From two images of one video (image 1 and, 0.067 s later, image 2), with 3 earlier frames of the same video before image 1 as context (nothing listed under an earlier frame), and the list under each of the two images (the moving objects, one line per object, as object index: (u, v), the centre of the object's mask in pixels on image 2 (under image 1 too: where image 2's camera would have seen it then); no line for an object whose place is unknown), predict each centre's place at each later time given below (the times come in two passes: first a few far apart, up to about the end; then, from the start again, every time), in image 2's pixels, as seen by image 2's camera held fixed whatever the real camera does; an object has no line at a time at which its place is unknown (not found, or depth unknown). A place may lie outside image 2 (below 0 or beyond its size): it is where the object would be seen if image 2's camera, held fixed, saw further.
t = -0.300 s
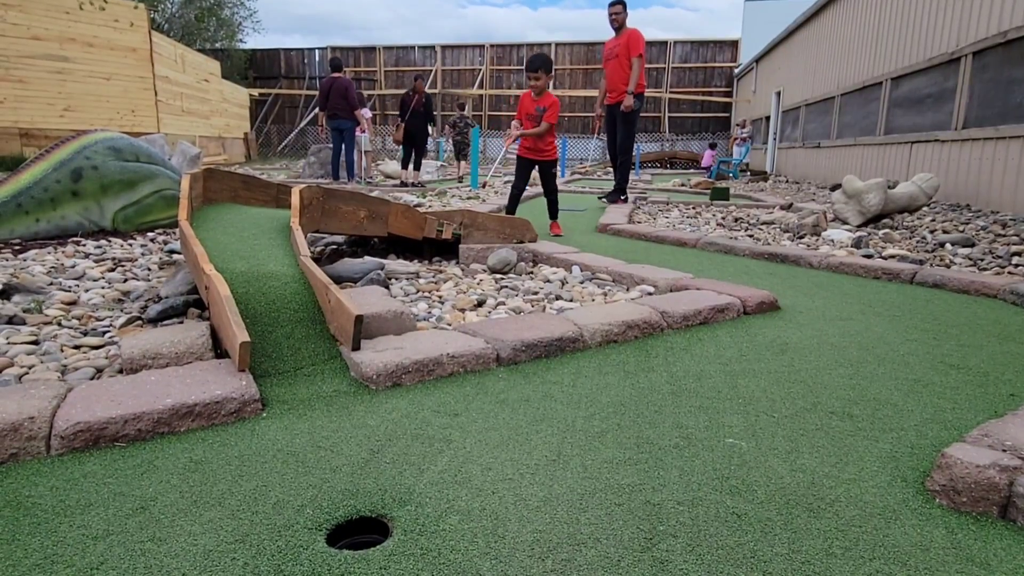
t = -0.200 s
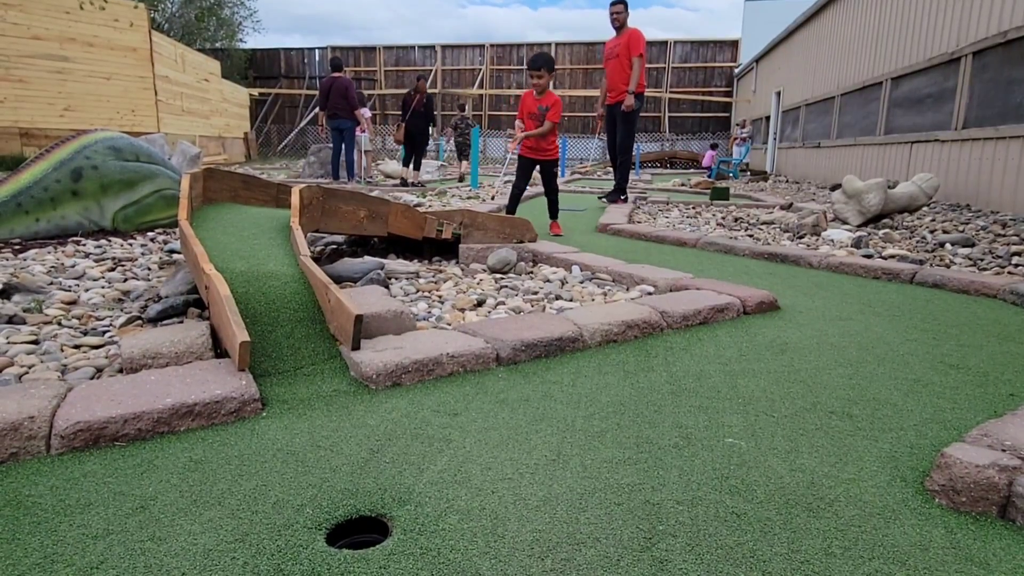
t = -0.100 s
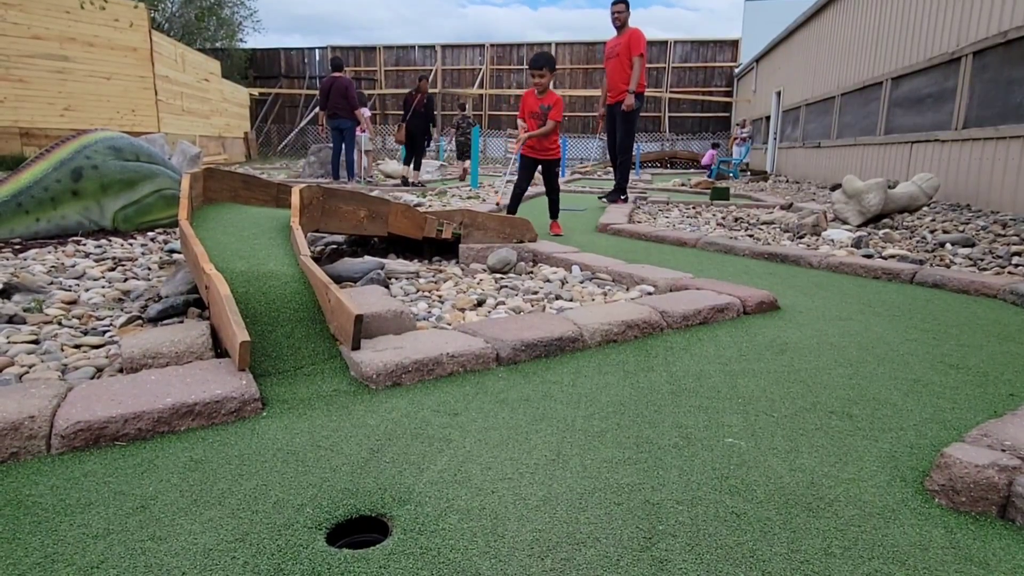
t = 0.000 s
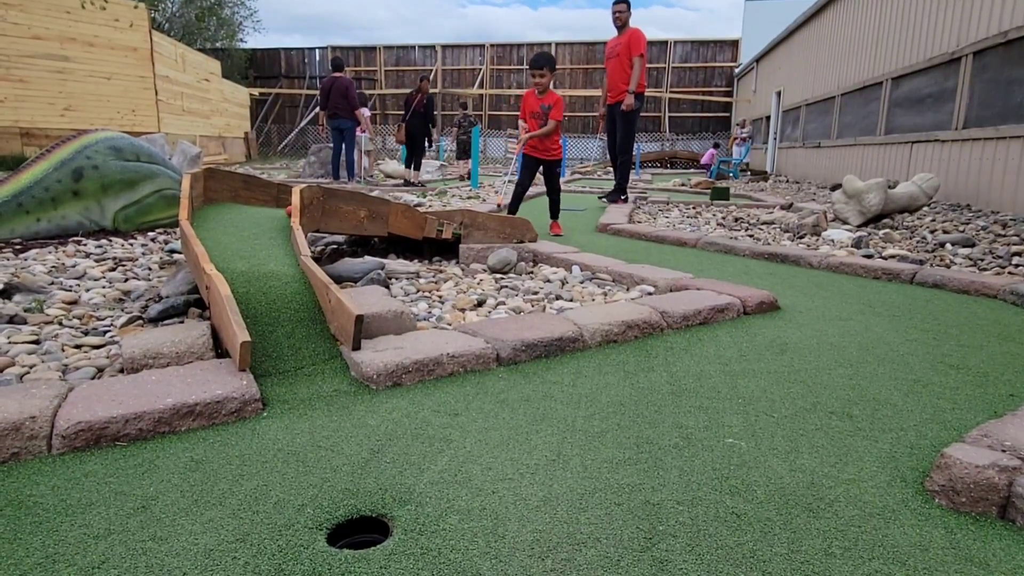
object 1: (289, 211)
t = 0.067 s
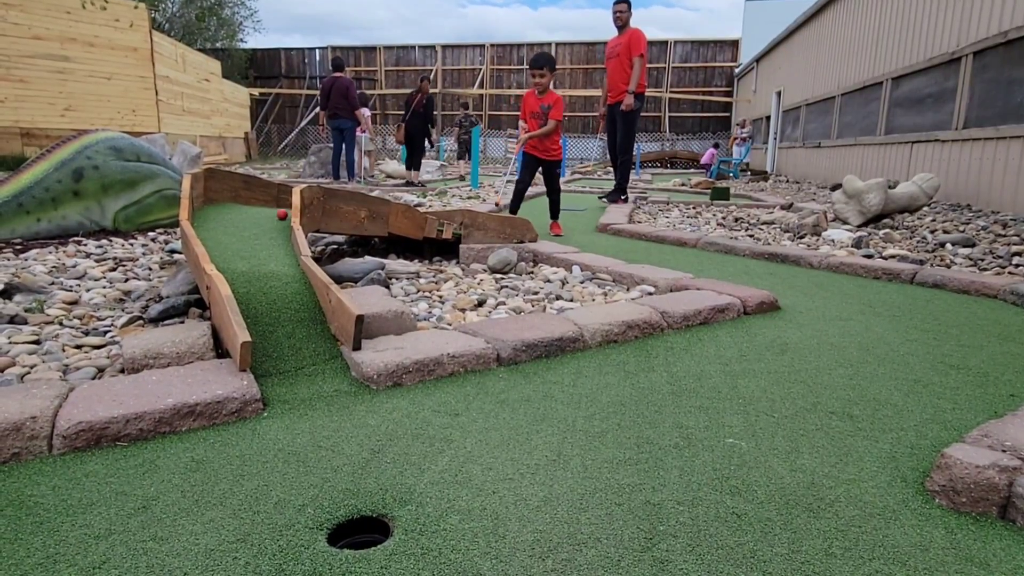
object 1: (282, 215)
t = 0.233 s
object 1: (260, 221)
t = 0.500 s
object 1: (234, 237)
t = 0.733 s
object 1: (224, 256)
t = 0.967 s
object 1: (241, 307)
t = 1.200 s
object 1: (303, 405)
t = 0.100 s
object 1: (278, 216)
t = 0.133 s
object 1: (273, 217)
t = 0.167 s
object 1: (269, 218)
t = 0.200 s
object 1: (265, 219)
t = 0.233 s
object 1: (260, 221)
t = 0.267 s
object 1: (257, 223)
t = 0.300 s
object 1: (252, 224)
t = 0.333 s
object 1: (249, 226)
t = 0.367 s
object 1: (246, 228)
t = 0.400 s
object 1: (243, 230)
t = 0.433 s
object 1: (240, 232)
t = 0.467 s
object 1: (237, 235)
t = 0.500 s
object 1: (234, 237)
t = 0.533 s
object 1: (232, 239)
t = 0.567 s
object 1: (229, 242)
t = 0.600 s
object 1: (228, 244)
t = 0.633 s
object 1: (226, 247)
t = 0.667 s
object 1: (225, 249)
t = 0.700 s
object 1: (224, 253)
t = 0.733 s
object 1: (224, 256)
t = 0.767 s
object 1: (224, 259)
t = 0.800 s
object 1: (225, 264)
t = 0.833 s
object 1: (227, 271)
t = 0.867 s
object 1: (230, 277)
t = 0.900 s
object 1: (233, 286)
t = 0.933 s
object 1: (237, 296)
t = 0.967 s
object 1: (241, 307)
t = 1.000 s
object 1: (248, 323)
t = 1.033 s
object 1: (255, 341)
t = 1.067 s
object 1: (260, 358)
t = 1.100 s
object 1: (270, 371)
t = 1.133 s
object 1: (281, 383)
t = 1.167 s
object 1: (291, 391)
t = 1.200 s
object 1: (303, 405)
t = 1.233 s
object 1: (316, 412)
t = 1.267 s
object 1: (329, 422)
